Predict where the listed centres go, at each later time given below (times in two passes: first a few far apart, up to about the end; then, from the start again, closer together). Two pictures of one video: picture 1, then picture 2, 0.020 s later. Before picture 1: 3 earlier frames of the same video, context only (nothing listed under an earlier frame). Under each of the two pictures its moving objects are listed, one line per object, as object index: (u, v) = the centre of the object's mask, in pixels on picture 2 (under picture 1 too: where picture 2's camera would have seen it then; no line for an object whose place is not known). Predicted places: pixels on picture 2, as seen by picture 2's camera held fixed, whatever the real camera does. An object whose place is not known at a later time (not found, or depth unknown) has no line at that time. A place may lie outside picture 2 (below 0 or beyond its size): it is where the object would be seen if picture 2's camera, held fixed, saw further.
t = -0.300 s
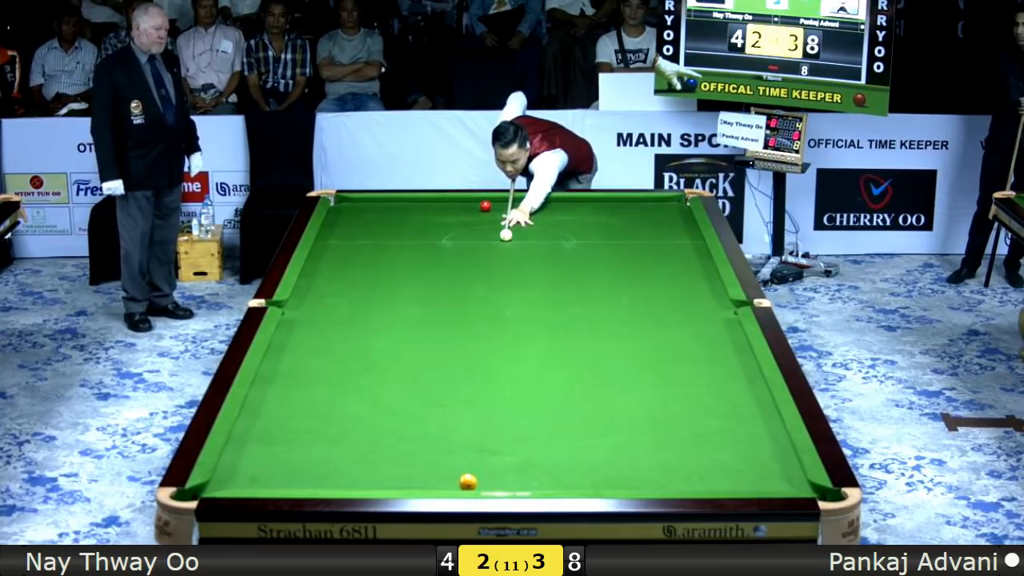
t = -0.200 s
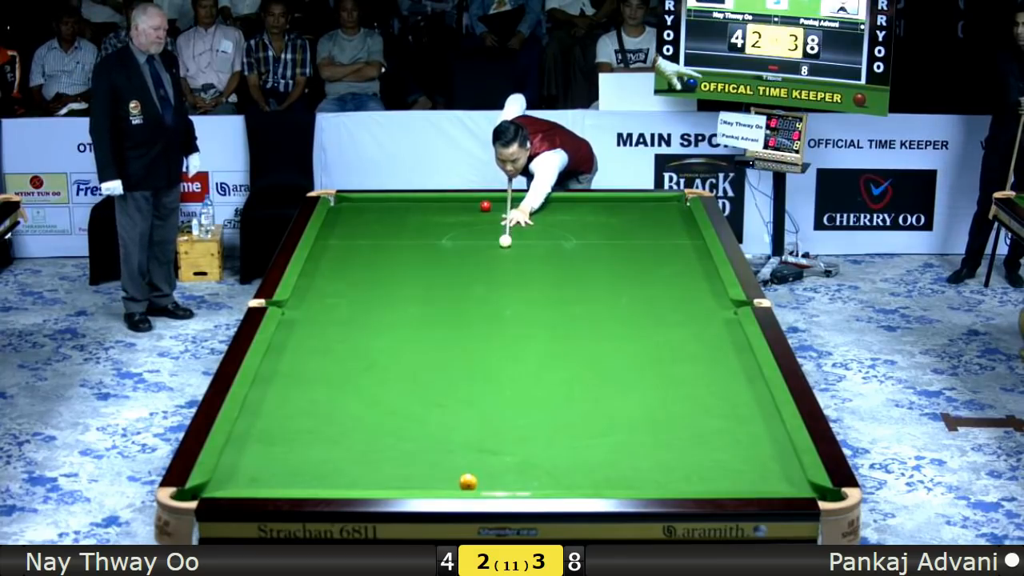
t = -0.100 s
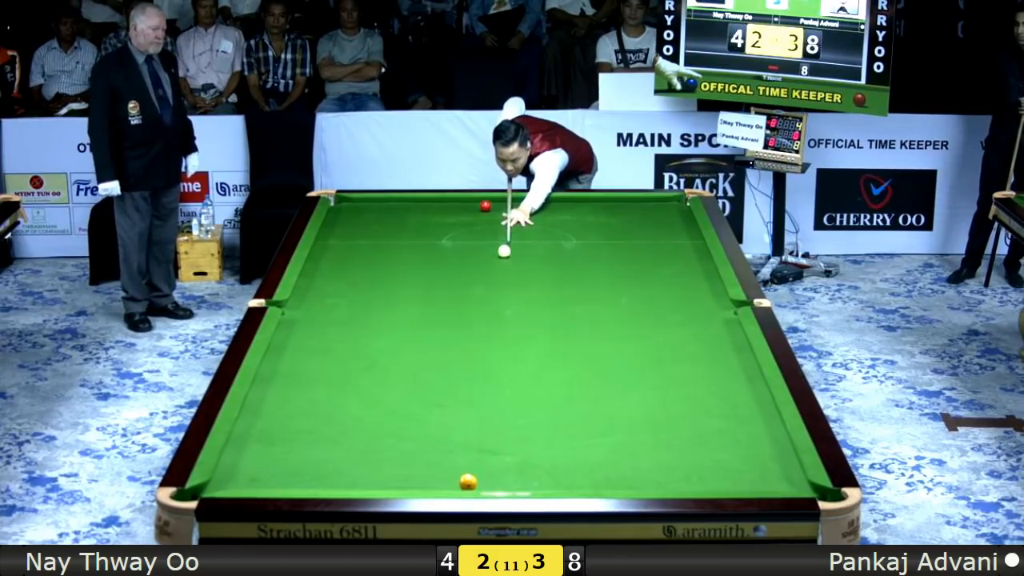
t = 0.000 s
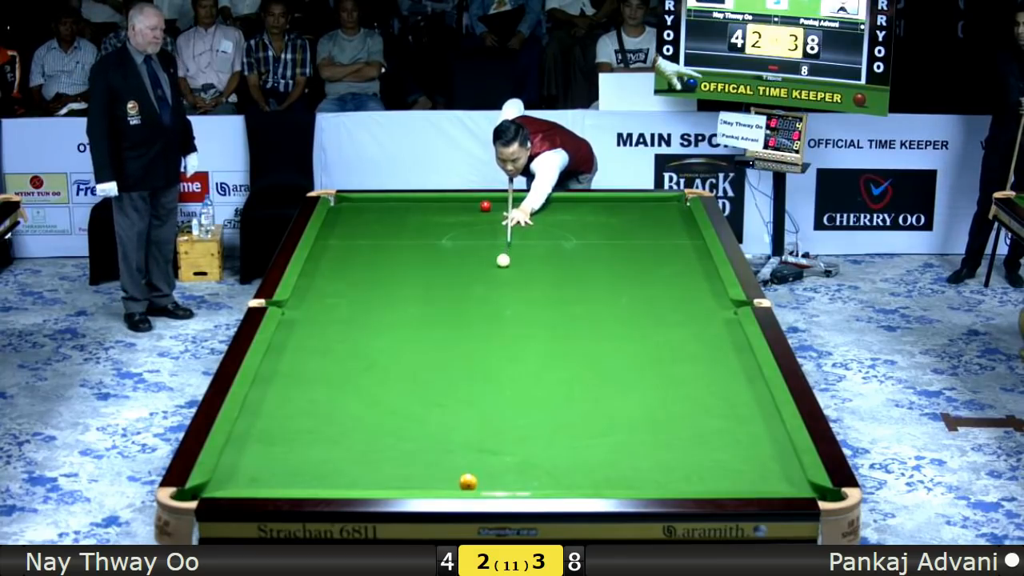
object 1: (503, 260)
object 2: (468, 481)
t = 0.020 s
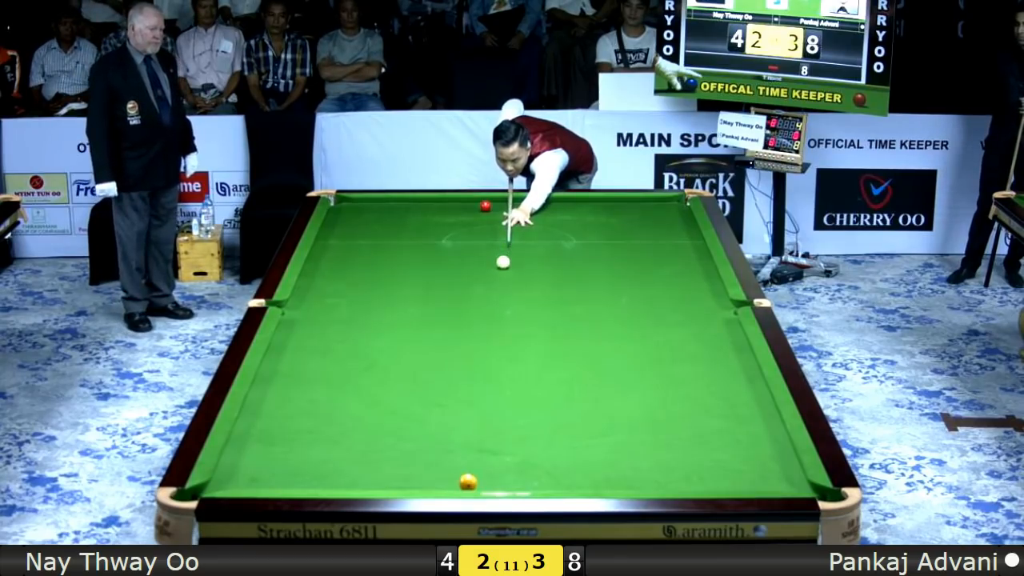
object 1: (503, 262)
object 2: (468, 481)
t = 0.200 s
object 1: (502, 276)
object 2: (468, 481)
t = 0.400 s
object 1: (500, 293)
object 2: (468, 481)
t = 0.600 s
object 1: (498, 311)
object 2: (468, 481)
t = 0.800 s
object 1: (496, 330)
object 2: (468, 481)
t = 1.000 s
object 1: (494, 351)
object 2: (468, 481)
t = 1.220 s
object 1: (492, 374)
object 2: (468, 481)
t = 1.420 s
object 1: (491, 396)
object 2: (468, 481)
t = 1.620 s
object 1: (489, 420)
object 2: (468, 481)
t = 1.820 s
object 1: (486, 445)
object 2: (468, 481)
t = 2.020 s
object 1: (484, 471)
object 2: (468, 482)
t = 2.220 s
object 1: (496, 484)
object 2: (454, 484)
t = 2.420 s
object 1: (512, 474)
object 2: (438, 485)
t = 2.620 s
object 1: (527, 461)
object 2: (426, 483)
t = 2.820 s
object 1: (540, 449)
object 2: (415, 482)
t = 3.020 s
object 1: (553, 438)
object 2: (406, 481)
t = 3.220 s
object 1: (566, 427)
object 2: (397, 480)
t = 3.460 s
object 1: (579, 416)
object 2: (389, 479)
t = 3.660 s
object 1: (590, 407)
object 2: (383, 478)
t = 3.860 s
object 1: (600, 398)
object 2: (378, 477)
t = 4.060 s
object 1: (610, 391)
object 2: (375, 475)
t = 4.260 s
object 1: (618, 384)
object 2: (372, 475)
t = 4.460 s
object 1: (626, 377)
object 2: (370, 475)
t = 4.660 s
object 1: (634, 371)
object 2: (369, 475)
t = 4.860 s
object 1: (641, 365)
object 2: (370, 475)
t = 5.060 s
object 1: (648, 359)
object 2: (370, 475)
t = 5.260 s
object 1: (654, 355)
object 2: (370, 475)
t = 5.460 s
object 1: (660, 350)
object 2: (370, 475)
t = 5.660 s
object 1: (665, 346)
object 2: (370, 475)
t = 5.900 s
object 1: (671, 341)
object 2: (370, 475)
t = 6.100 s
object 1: (675, 338)
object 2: (370, 475)
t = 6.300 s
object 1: (679, 334)
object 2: (370, 475)
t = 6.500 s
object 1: (683, 332)
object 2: (370, 475)
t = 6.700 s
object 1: (687, 329)
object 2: (370, 475)
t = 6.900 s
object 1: (690, 327)
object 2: (370, 475)
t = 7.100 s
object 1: (693, 325)
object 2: (370, 475)
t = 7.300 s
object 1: (695, 324)
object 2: (370, 475)
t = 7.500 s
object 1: (697, 322)
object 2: (370, 475)
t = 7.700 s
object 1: (698, 321)
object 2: (370, 475)
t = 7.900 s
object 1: (700, 320)
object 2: (370, 475)
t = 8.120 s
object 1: (701, 320)
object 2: (370, 475)
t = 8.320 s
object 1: (701, 320)
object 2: (370, 475)
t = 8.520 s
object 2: (370, 475)
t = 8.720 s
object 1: (701, 319)
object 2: (370, 475)
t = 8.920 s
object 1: (701, 320)
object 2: (370, 475)
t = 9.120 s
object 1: (701, 319)
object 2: (370, 474)
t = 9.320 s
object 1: (701, 319)
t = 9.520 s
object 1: (701, 319)
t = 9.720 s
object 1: (702, 319)
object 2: (370, 474)
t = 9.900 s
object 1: (702, 319)
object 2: (370, 474)
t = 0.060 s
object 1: (502, 265)
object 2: (468, 481)
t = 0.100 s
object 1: (502, 268)
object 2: (468, 481)
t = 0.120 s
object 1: (502, 270)
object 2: (468, 481)
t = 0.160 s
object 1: (502, 273)
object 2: (468, 481)
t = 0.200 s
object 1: (502, 276)
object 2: (468, 481)
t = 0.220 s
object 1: (501, 278)
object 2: (468, 481)
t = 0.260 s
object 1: (501, 281)
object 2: (468, 481)
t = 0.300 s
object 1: (501, 285)
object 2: (468, 481)
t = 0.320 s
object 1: (500, 287)
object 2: (468, 481)
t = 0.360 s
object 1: (500, 290)
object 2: (468, 481)
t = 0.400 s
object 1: (500, 293)
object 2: (468, 481)
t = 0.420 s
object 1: (500, 295)
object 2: (468, 481)
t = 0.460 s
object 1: (499, 298)
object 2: (468, 481)
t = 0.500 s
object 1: (499, 302)
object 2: (468, 481)
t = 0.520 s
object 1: (499, 304)
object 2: (468, 481)
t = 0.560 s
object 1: (498, 308)
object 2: (468, 481)
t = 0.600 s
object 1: (498, 311)
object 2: (468, 481)
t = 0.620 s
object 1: (498, 313)
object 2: (468, 481)
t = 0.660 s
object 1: (497, 317)
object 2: (468, 481)
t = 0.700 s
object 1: (497, 321)
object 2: (468, 481)
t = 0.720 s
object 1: (497, 323)
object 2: (468, 481)
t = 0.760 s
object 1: (497, 327)
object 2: (468, 481)
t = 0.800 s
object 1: (496, 330)
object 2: (468, 481)
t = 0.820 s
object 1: (496, 332)
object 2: (468, 481)
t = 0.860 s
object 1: (496, 336)
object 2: (468, 481)
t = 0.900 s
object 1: (495, 340)
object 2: (468, 481)
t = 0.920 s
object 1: (495, 342)
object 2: (468, 481)
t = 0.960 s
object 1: (495, 346)
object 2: (468, 481)
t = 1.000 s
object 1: (494, 351)
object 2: (468, 481)
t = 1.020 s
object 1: (494, 353)
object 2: (468, 481)
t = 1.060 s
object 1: (494, 357)
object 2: (468, 481)
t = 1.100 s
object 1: (494, 361)
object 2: (468, 481)
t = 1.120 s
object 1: (493, 363)
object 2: (468, 481)
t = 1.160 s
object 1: (493, 367)
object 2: (468, 481)
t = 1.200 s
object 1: (493, 372)
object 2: (468, 481)
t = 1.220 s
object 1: (492, 374)
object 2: (468, 481)
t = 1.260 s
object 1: (492, 378)
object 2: (468, 481)
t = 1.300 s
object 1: (492, 383)
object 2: (468, 481)
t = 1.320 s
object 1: (491, 385)
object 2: (468, 481)
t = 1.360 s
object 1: (491, 389)
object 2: (468, 481)
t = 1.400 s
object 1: (491, 394)
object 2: (468, 481)
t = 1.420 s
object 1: (491, 396)
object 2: (468, 481)
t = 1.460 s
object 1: (490, 401)
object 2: (468, 482)
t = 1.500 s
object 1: (490, 406)
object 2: (468, 482)
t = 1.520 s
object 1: (490, 408)
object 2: (468, 481)
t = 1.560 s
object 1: (489, 413)
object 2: (468, 481)
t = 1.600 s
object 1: (489, 418)
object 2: (468, 481)
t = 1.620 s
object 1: (489, 420)
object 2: (468, 481)
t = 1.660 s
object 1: (488, 425)
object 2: (468, 481)
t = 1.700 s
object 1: (488, 430)
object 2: (468, 481)
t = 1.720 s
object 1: (487, 432)
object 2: (468, 481)
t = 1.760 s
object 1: (487, 437)
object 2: (468, 481)
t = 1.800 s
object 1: (487, 442)
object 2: (468, 481)
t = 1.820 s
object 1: (486, 445)
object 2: (468, 481)
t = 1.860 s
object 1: (486, 450)
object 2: (468, 481)
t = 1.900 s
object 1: (486, 455)
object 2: (468, 481)
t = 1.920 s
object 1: (485, 458)
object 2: (468, 482)
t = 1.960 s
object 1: (485, 463)
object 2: (468, 482)
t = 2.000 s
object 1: (484, 468)
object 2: (468, 481)
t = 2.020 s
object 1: (484, 471)
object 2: (468, 482)
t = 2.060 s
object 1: (484, 477)
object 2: (467, 482)
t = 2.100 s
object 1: (485, 480)
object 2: (465, 482)
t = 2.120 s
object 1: (487, 482)
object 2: (463, 482)
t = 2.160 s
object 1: (491, 484)
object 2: (459, 483)
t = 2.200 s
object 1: (495, 485)
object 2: (456, 483)
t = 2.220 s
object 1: (496, 484)
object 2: (454, 484)
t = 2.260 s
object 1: (500, 482)
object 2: (450, 484)
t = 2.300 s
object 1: (503, 481)
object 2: (446, 485)
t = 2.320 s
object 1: (504, 480)
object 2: (445, 485)
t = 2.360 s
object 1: (508, 479)
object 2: (442, 486)
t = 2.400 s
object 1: (511, 475)
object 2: (439, 485)
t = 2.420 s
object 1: (512, 474)
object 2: (438, 485)
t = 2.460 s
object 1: (515, 471)
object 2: (435, 485)
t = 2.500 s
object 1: (518, 469)
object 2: (433, 484)
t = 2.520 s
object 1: (520, 467)
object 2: (432, 484)
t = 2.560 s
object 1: (523, 465)
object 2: (429, 484)
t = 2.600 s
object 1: (525, 462)
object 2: (427, 484)
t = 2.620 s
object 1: (527, 461)
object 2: (426, 483)
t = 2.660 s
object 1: (529, 458)
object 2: (424, 483)
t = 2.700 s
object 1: (532, 456)
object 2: (422, 483)
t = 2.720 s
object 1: (534, 455)
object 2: (420, 483)
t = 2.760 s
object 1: (536, 452)
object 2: (418, 483)
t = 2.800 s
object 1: (539, 450)
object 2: (416, 482)
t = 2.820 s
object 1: (540, 449)
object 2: (415, 482)
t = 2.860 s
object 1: (543, 447)
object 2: (413, 482)
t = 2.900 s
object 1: (546, 444)
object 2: (411, 482)
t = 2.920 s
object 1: (547, 443)
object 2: (410, 482)
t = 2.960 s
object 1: (549, 441)
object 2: (408, 481)
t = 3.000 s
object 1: (552, 439)
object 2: (407, 481)
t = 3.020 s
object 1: (553, 438)
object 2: (406, 481)
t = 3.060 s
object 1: (556, 436)
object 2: (404, 481)
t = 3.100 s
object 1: (558, 434)
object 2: (403, 481)
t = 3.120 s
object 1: (560, 433)
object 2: (402, 481)
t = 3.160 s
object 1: (562, 430)
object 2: (400, 480)
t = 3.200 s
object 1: (564, 428)
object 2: (398, 480)
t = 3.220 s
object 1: (566, 427)
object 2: (397, 480)
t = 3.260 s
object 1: (568, 425)
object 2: (396, 480)
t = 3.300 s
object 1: (570, 423)
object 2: (395, 480)
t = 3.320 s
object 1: (571, 422)
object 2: (394, 480)
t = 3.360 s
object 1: (574, 420)
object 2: (393, 480)
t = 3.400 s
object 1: (576, 418)
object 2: (391, 479)
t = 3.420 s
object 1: (577, 418)
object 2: (390, 479)
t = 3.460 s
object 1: (579, 416)
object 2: (389, 479)
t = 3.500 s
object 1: (582, 414)
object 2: (388, 479)
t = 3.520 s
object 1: (583, 413)
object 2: (387, 479)
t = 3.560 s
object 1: (585, 411)
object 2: (386, 479)
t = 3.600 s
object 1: (587, 410)
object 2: (385, 479)
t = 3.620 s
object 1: (588, 409)
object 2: (384, 478)
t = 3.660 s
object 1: (590, 407)
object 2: (383, 478)
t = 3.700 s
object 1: (592, 405)
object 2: (382, 478)
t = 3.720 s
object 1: (593, 404)
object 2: (382, 478)
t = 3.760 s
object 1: (595, 402)
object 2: (381, 478)
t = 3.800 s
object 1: (597, 400)
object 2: (380, 478)
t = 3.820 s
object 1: (598, 400)
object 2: (379, 477)
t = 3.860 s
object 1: (600, 398)
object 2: (378, 477)
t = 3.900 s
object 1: (602, 397)
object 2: (378, 476)
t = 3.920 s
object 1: (603, 396)
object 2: (377, 476)
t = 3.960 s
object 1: (605, 394)
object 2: (376, 476)
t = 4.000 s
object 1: (607, 393)
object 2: (376, 476)
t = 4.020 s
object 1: (608, 392)
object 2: (375, 475)
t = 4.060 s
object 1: (610, 391)
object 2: (375, 475)
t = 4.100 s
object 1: (611, 389)
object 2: (374, 476)
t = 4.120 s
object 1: (612, 389)
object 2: (374, 475)
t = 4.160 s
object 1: (614, 387)
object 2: (373, 475)
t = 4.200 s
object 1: (616, 386)
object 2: (373, 475)
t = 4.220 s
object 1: (617, 385)
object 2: (372, 475)
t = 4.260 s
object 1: (618, 384)
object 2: (372, 475)
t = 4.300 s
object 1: (620, 382)
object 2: (371, 475)
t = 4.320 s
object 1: (621, 382)
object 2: (371, 475)
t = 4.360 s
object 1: (622, 380)
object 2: (371, 475)
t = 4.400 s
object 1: (624, 379)
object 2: (371, 475)
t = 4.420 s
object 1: (625, 378)
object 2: (370, 475)
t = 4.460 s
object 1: (626, 377)
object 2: (370, 475)
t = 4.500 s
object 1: (628, 375)
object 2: (370, 475)
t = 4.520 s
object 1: (629, 375)
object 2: (370, 475)
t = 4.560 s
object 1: (630, 373)
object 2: (369, 475)
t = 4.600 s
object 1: (632, 372)
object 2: (369, 475)
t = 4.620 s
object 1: (633, 372)
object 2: (369, 474)
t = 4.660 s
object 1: (634, 371)
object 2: (369, 475)
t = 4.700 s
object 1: (636, 369)
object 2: (369, 475)
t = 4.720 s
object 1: (637, 369)
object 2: (369, 475)
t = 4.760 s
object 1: (638, 368)
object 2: (369, 475)
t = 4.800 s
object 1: (639, 367)
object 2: (370, 475)
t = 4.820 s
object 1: (640, 366)
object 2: (369, 475)
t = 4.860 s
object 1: (641, 365)
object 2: (370, 475)
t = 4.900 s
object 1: (643, 364)
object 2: (370, 475)
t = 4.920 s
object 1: (643, 363)
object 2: (370, 475)
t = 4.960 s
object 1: (645, 362)
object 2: (370, 475)
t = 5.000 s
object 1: (646, 361)
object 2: (370, 475)
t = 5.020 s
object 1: (647, 360)
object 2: (370, 475)
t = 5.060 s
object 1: (648, 359)
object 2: (370, 475)
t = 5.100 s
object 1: (649, 358)
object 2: (370, 475)
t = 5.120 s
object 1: (650, 358)
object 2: (370, 475)
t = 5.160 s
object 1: (651, 357)
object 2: (370, 475)
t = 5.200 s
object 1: (652, 356)
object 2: (370, 475)
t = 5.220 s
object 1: (653, 355)
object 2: (370, 475)
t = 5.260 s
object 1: (654, 355)
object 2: (370, 475)
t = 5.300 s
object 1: (655, 354)
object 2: (370, 475)
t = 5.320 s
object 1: (656, 353)
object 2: (370, 475)
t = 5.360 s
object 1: (657, 352)
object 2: (370, 475)
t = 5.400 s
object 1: (658, 351)
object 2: (370, 475)
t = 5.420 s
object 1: (659, 351)
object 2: (370, 475)
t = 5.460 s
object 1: (660, 350)
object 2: (370, 475)
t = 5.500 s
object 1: (661, 349)
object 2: (370, 475)
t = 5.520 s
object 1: (661, 349)
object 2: (370, 475)
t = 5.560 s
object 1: (662, 348)
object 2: (370, 475)
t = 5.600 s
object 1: (664, 347)
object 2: (370, 475)
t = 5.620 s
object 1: (664, 347)
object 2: (370, 475)
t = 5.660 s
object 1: (665, 346)
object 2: (370, 475)
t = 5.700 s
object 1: (666, 345)
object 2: (370, 475)
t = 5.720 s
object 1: (667, 344)
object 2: (370, 475)
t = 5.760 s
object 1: (667, 344)
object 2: (370, 475)
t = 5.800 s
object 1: (668, 343)
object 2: (370, 475)
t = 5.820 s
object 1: (669, 343)
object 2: (370, 475)
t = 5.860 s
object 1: (670, 342)
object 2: (370, 475)
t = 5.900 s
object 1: (671, 341)
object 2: (370, 475)
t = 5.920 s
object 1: (671, 341)
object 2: (370, 475)
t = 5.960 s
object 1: (672, 340)
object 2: (370, 475)
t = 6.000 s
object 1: (673, 339)
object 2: (370, 475)
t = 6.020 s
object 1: (673, 339)
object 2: (370, 475)
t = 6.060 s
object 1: (674, 338)
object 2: (370, 475)
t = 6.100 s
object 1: (675, 338)
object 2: (370, 475)
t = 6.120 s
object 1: (676, 337)
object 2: (370, 475)
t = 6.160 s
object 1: (676, 337)
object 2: (370, 475)
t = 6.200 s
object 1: (677, 336)
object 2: (370, 475)
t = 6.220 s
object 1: (678, 336)
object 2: (370, 475)
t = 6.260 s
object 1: (678, 335)
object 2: (370, 475)
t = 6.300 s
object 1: (679, 334)
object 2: (370, 475)
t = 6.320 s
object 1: (679, 334)
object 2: (370, 475)
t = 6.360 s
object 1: (680, 334)
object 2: (370, 475)
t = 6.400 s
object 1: (681, 333)
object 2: (370, 475)
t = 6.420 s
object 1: (681, 333)
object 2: (370, 475)
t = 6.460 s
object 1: (682, 332)
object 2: (370, 475)
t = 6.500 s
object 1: (683, 332)
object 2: (370, 475)
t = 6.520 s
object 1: (683, 331)
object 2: (370, 475)
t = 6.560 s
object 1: (684, 331)
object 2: (370, 475)
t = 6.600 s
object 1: (685, 331)
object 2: (370, 475)
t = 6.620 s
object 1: (685, 330)
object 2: (370, 475)
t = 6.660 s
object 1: (686, 330)
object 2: (370, 475)
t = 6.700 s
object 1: (687, 329)
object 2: (370, 475)
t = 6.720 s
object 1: (687, 329)
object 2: (370, 475)
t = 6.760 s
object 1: (688, 329)
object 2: (370, 475)
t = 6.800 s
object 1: (688, 328)
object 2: (370, 475)
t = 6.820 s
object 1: (689, 328)
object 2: (370, 475)
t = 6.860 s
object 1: (689, 328)
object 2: (370, 475)
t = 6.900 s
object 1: (690, 327)
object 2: (370, 475)
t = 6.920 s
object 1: (690, 327)
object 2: (370, 475)
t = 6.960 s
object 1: (691, 327)
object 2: (370, 475)
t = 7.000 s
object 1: (691, 326)
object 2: (370, 475)
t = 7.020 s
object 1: (691, 326)
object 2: (370, 475)
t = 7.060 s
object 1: (692, 326)
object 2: (370, 475)
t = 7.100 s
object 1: (693, 325)
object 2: (370, 475)
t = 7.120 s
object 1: (693, 325)
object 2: (370, 475)
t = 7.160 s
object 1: (693, 325)
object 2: (370, 475)
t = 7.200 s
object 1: (694, 325)
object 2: (370, 475)
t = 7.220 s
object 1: (694, 324)
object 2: (370, 475)
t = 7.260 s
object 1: (694, 324)
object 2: (370, 475)
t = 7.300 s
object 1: (695, 324)
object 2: (370, 475)
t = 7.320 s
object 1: (695, 324)
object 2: (370, 475)
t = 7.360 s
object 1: (696, 323)
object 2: (370, 475)
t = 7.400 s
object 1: (696, 323)
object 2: (370, 475)
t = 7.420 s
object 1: (696, 323)
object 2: (370, 475)
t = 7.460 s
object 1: (697, 323)
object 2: (370, 475)
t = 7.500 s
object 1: (697, 322)
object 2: (370, 475)
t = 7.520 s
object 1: (697, 322)
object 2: (370, 475)
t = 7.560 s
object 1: (697, 322)
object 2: (370, 475)
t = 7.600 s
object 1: (698, 322)
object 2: (370, 475)
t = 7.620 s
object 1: (698, 321)
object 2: (370, 475)
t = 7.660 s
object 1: (698, 321)
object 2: (370, 475)
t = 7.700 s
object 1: (698, 321)
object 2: (370, 475)
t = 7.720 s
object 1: (698, 321)
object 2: (370, 475)
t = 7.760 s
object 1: (699, 321)
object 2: (370, 475)
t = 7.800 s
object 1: (699, 321)
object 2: (370, 475)
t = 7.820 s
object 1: (699, 321)
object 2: (370, 475)
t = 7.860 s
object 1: (699, 321)
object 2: (370, 475)
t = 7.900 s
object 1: (700, 320)
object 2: (370, 475)
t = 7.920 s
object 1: (700, 320)
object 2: (370, 475)
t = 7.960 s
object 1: (700, 320)
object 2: (370, 475)
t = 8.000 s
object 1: (700, 320)
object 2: (370, 475)
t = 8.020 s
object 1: (700, 320)
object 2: (370, 475)
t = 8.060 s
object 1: (701, 320)
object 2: (370, 475)
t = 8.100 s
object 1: (701, 320)
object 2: (370, 475)
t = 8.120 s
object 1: (701, 320)
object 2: (370, 475)
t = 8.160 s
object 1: (701, 320)
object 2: (370, 475)
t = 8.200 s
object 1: (701, 320)
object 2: (370, 475)
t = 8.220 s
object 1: (701, 320)
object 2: (370, 475)
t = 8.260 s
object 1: (701, 320)
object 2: (370, 475)
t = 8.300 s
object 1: (701, 320)
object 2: (370, 475)
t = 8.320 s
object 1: (701, 320)
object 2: (370, 475)
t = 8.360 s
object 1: (701, 320)
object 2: (370, 475)
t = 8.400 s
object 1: (701, 319)
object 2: (370, 475)
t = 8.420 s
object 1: (701, 320)
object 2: (370, 475)
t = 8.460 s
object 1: (701, 320)
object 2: (370, 475)
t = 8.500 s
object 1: (699, 319)
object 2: (370, 475)
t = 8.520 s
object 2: (370, 475)
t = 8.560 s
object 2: (370, 475)
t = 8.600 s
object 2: (370, 475)
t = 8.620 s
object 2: (370, 475)
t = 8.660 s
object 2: (370, 475)
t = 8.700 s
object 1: (702, 319)
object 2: (370, 475)
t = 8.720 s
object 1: (701, 319)
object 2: (370, 475)
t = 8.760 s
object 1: (702, 319)
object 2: (370, 475)
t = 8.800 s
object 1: (702, 319)
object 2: (370, 475)
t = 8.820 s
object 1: (702, 319)
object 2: (370, 475)
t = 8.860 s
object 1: (702, 320)
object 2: (370, 475)
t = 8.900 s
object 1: (702, 320)
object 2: (370, 475)
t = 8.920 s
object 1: (701, 320)
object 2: (370, 475)
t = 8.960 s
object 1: (702, 319)
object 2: (370, 474)
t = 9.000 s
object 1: (702, 319)
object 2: (370, 474)
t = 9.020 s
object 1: (702, 319)
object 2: (370, 474)
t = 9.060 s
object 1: (701, 319)
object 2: (370, 474)
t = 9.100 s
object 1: (702, 319)
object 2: (370, 474)
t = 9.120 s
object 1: (701, 319)
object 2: (370, 474)
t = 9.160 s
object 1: (701, 319)
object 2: (367, 473)
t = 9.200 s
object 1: (702, 319)
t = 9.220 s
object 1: (701, 319)
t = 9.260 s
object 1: (701, 319)
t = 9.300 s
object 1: (701, 319)
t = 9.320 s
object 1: (701, 319)
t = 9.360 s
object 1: (701, 319)
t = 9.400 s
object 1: (701, 319)
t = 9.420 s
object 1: (702, 319)
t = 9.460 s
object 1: (702, 319)
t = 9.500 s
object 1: (702, 319)
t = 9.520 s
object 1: (701, 319)
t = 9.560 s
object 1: (702, 319)
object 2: (370, 474)
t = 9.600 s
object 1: (702, 319)
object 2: (370, 474)
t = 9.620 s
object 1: (702, 319)
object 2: (370, 474)
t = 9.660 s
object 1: (702, 319)
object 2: (370, 474)
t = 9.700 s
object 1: (702, 319)
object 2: (370, 474)
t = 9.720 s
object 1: (702, 319)
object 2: (370, 474)
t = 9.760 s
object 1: (702, 319)
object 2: (370, 474)
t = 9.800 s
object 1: (702, 319)
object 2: (370, 474)
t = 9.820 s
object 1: (702, 319)
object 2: (370, 474)
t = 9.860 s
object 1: (702, 319)
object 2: (370, 474)
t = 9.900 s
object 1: (702, 319)
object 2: (370, 474)
